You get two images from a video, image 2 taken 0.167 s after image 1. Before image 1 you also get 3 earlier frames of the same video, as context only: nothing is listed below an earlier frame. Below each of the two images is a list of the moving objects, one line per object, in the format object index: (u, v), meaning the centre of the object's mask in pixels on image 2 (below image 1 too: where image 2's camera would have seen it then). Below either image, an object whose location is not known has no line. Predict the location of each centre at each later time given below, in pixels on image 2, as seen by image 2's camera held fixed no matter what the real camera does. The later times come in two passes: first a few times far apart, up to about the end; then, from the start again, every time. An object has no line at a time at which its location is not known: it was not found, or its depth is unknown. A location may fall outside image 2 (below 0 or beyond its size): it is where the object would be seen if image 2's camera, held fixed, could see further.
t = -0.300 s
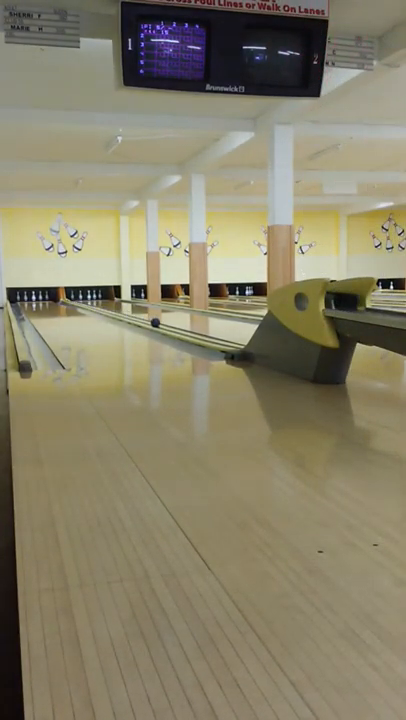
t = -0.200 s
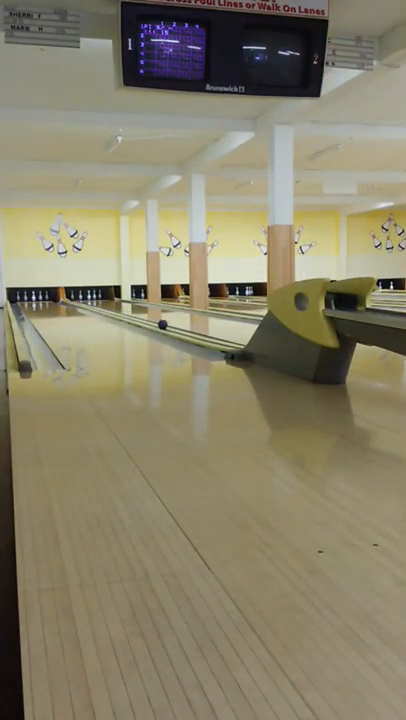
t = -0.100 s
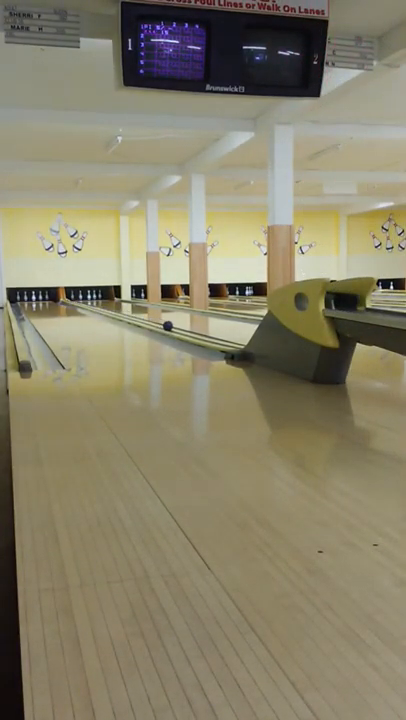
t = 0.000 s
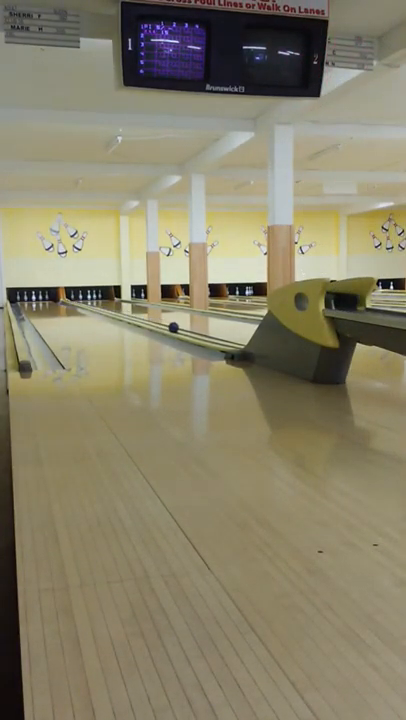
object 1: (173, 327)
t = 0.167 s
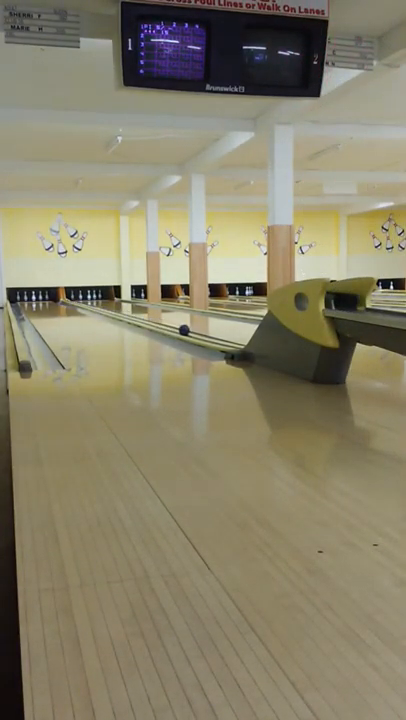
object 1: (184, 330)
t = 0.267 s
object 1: (191, 332)
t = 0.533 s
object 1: (212, 337)
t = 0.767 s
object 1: (236, 341)
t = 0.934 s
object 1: (251, 336)
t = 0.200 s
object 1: (186, 330)
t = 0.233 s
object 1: (189, 331)
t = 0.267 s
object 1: (191, 332)
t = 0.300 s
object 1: (193, 332)
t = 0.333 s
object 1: (196, 333)
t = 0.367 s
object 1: (199, 333)
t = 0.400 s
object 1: (201, 334)
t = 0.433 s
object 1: (204, 335)
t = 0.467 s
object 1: (206, 335)
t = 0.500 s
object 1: (209, 336)
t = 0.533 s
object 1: (212, 337)
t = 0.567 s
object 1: (215, 337)
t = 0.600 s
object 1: (218, 338)
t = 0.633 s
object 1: (222, 339)
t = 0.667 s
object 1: (225, 339)
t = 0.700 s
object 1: (228, 340)
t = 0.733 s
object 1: (232, 340)
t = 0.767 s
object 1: (236, 341)
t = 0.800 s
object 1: (239, 341)
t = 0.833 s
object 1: (242, 341)
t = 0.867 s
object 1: (245, 340)
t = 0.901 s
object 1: (247, 339)
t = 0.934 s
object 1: (251, 336)
